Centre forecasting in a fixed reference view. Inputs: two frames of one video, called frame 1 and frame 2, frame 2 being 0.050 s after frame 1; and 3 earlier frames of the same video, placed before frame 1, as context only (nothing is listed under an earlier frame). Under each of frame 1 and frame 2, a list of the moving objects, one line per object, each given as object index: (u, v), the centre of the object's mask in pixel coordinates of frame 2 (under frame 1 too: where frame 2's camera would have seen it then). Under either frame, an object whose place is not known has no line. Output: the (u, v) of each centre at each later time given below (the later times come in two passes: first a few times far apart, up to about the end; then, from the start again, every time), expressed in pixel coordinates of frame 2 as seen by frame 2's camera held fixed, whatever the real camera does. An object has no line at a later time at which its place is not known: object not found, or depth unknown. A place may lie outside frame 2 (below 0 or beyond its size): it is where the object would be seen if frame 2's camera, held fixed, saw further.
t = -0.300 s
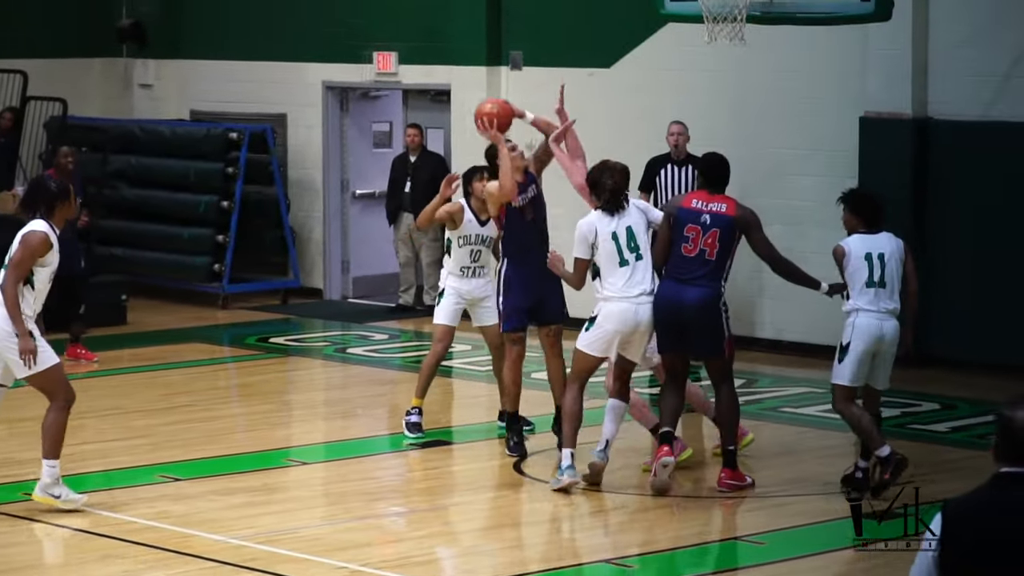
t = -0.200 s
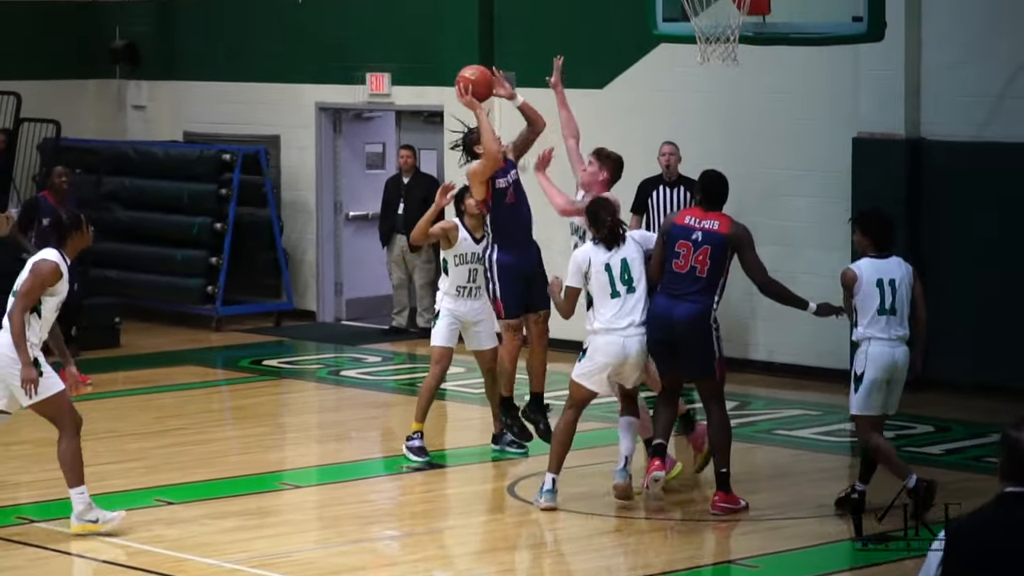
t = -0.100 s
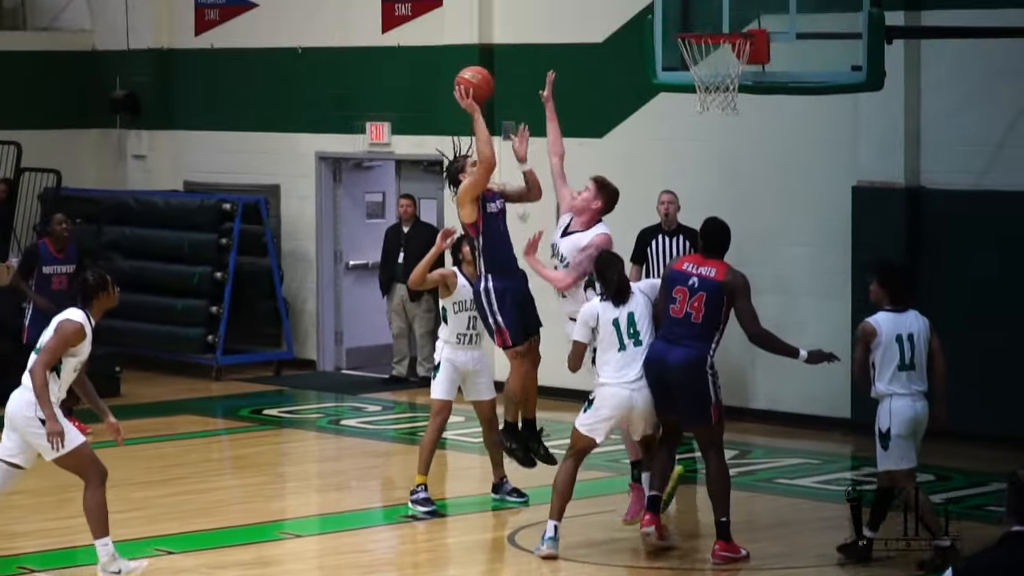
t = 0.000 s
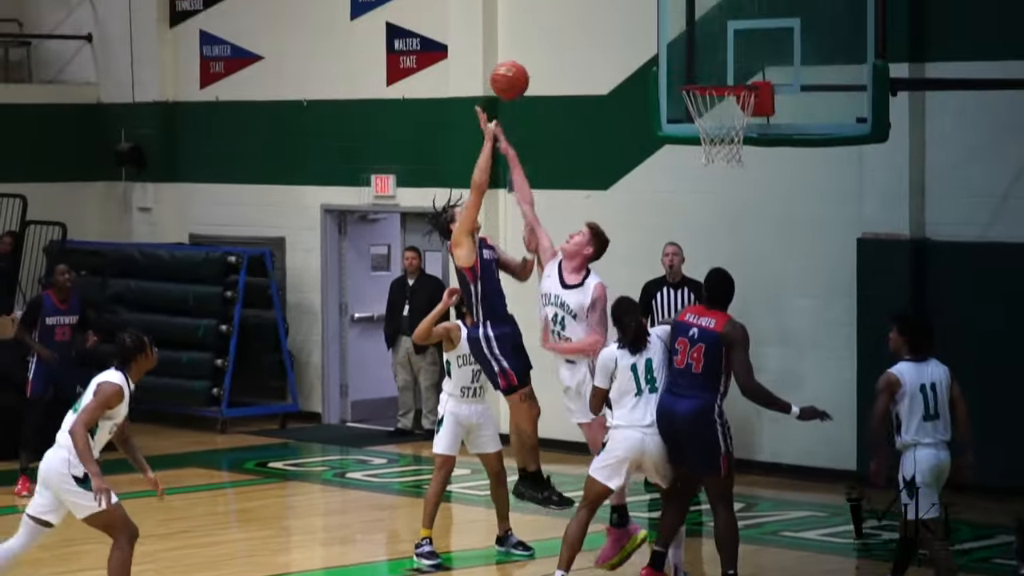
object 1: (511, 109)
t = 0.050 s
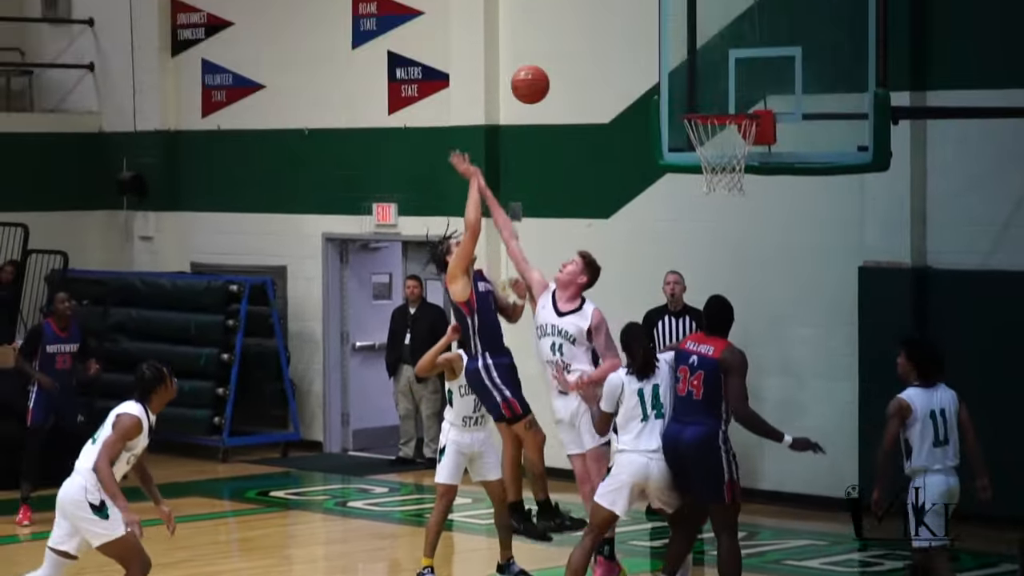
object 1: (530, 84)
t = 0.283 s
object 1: (620, 22)
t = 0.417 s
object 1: (672, 26)
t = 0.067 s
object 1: (536, 77)
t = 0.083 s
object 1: (542, 70)
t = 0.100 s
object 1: (548, 64)
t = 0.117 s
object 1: (555, 57)
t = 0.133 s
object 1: (561, 52)
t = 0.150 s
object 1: (567, 47)
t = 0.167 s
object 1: (574, 42)
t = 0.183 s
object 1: (580, 38)
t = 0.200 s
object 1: (587, 34)
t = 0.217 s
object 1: (593, 31)
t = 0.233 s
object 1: (600, 28)
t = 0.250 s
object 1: (607, 26)
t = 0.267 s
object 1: (613, 24)
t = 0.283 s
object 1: (620, 22)
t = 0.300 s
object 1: (626, 21)
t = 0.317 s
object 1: (633, 20)
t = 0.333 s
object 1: (639, 20)
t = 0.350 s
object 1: (646, 20)
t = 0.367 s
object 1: (652, 21)
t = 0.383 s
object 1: (659, 22)
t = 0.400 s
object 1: (666, 24)
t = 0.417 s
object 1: (672, 26)
